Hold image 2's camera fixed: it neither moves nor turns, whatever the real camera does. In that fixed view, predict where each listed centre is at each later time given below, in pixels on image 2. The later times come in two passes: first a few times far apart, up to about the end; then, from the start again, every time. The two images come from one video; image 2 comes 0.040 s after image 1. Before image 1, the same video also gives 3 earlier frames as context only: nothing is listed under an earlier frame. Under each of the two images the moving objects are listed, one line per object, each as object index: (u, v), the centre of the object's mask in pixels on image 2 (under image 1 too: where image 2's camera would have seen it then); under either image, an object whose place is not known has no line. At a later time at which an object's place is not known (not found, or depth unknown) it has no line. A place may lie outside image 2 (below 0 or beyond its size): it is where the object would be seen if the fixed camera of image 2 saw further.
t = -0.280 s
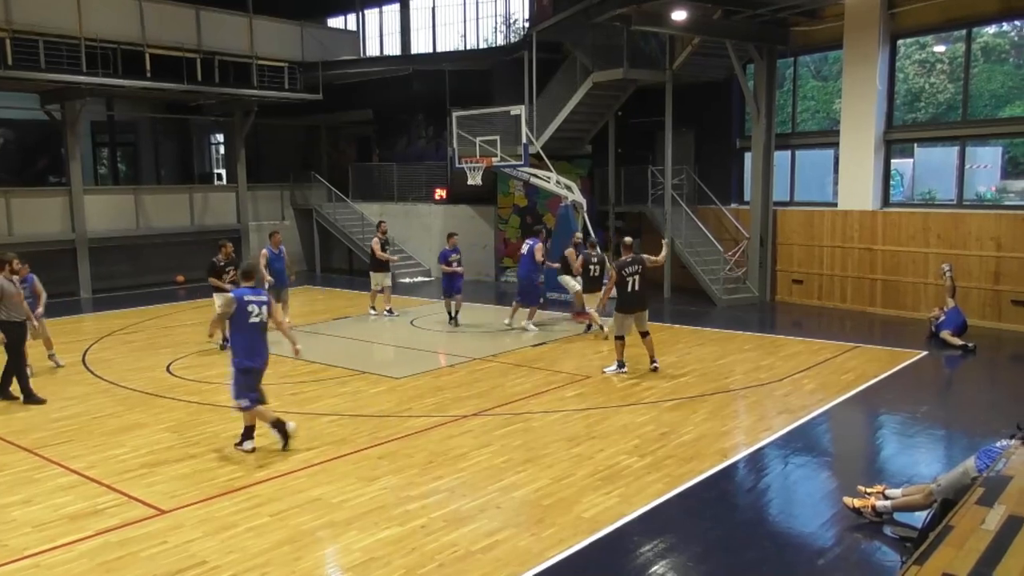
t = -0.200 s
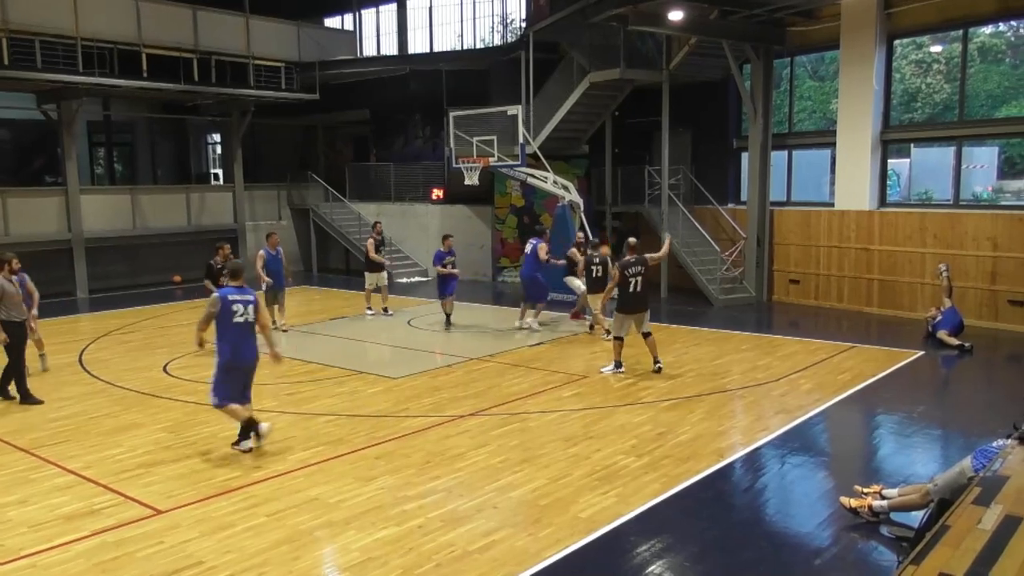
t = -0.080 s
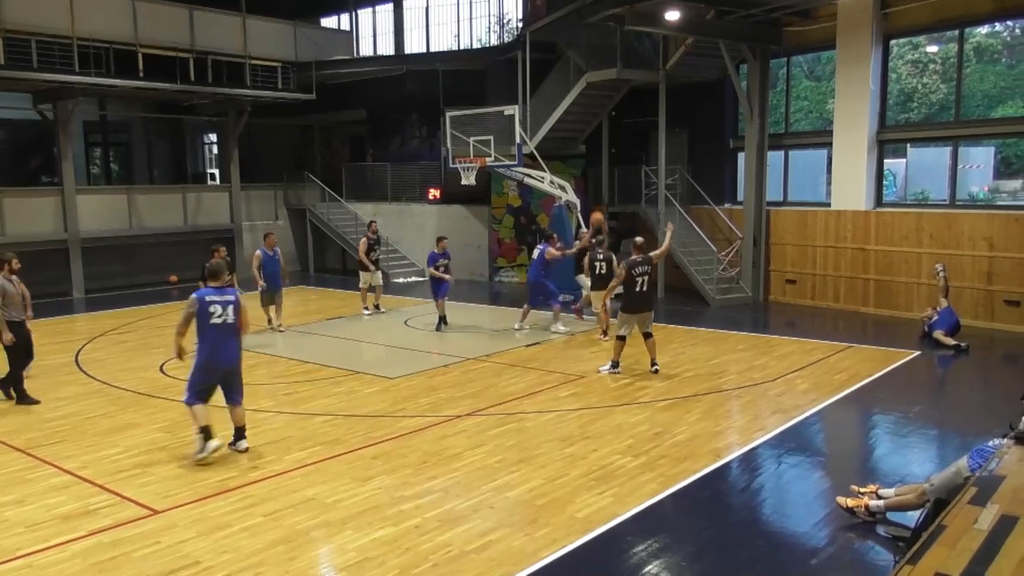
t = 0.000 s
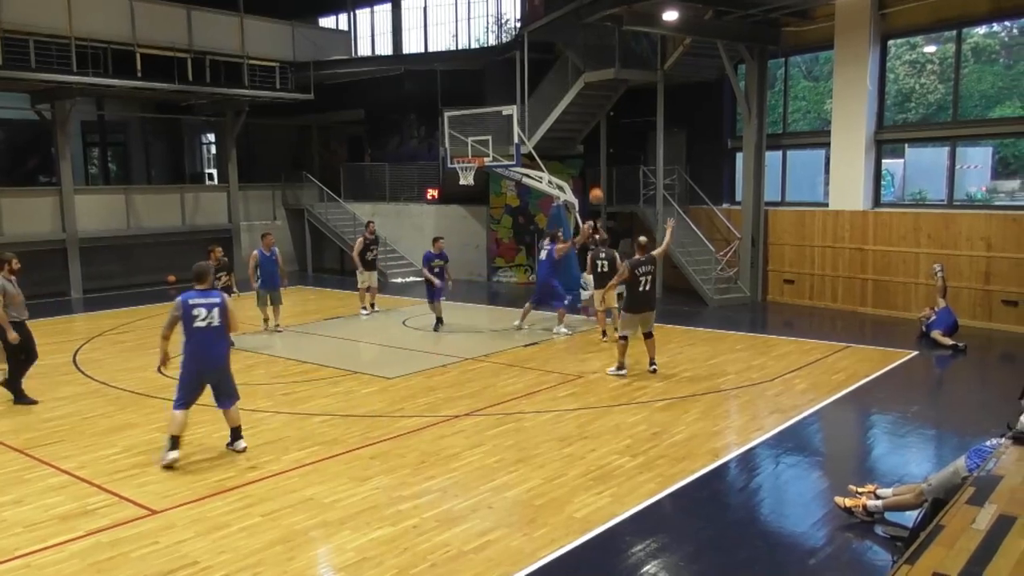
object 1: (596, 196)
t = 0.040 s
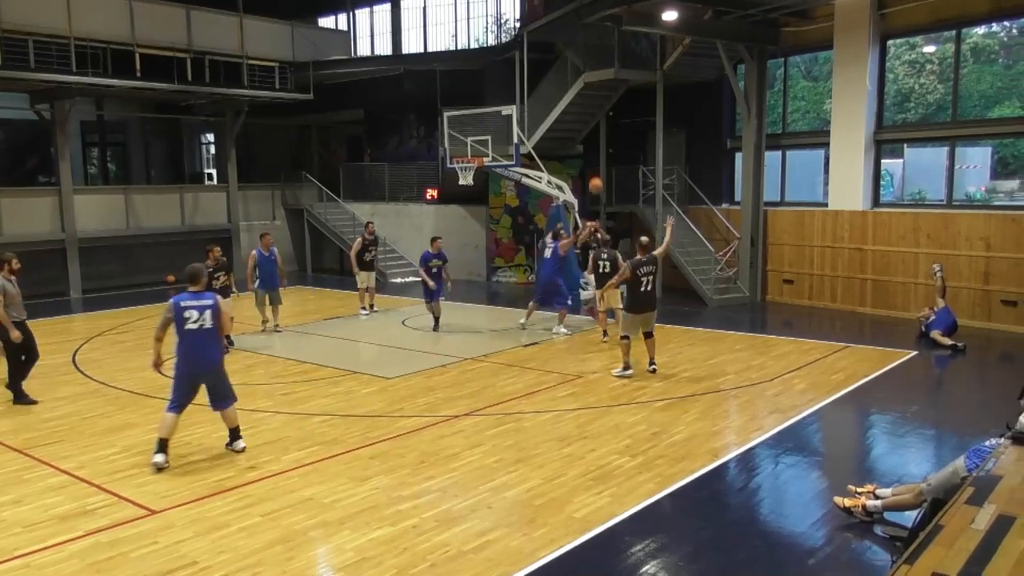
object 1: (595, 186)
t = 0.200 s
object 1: (597, 150)
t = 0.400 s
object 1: (599, 123)
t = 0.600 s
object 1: (601, 120)
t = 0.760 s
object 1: (604, 139)
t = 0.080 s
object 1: (596, 175)
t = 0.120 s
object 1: (596, 167)
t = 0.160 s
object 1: (596, 158)
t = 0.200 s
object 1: (597, 150)
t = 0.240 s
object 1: (597, 143)
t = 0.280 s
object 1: (598, 137)
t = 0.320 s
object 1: (598, 132)
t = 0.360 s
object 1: (599, 127)
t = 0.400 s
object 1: (599, 123)
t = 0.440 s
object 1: (599, 120)
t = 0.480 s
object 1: (600, 119)
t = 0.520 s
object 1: (600, 118)
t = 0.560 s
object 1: (601, 119)
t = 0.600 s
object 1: (601, 120)
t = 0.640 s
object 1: (602, 123)
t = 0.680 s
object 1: (602, 127)
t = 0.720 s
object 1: (603, 133)
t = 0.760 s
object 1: (604, 139)
